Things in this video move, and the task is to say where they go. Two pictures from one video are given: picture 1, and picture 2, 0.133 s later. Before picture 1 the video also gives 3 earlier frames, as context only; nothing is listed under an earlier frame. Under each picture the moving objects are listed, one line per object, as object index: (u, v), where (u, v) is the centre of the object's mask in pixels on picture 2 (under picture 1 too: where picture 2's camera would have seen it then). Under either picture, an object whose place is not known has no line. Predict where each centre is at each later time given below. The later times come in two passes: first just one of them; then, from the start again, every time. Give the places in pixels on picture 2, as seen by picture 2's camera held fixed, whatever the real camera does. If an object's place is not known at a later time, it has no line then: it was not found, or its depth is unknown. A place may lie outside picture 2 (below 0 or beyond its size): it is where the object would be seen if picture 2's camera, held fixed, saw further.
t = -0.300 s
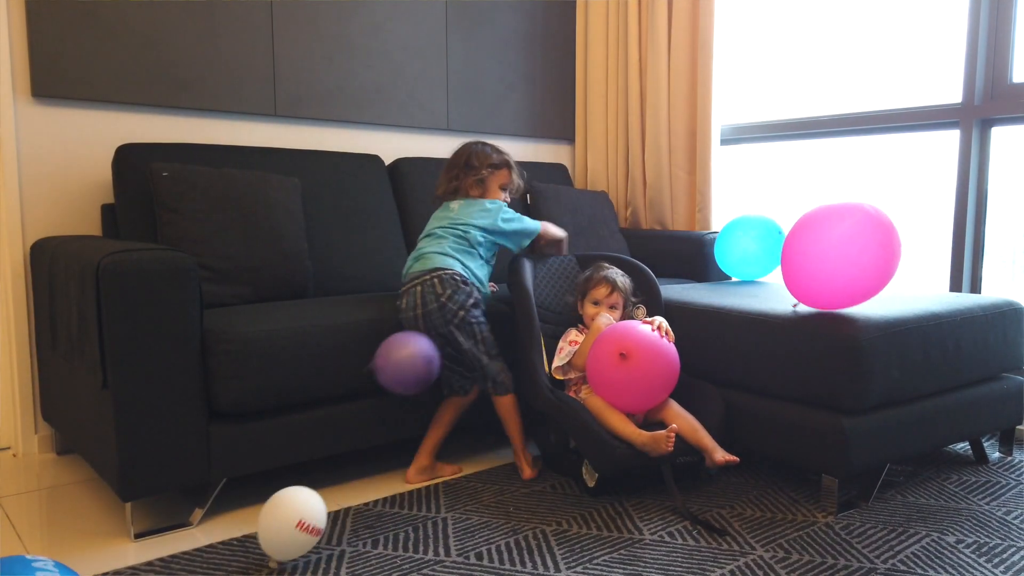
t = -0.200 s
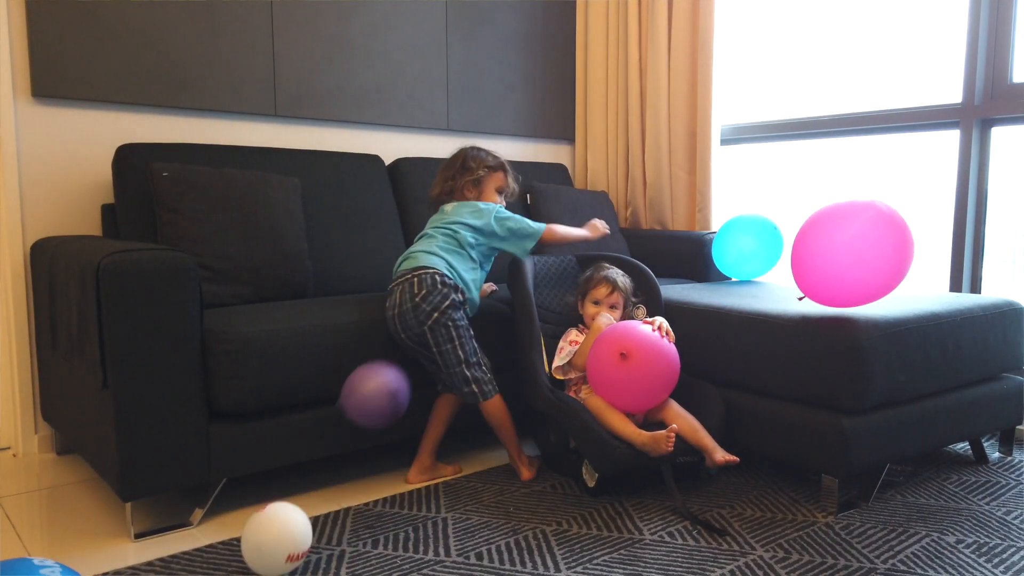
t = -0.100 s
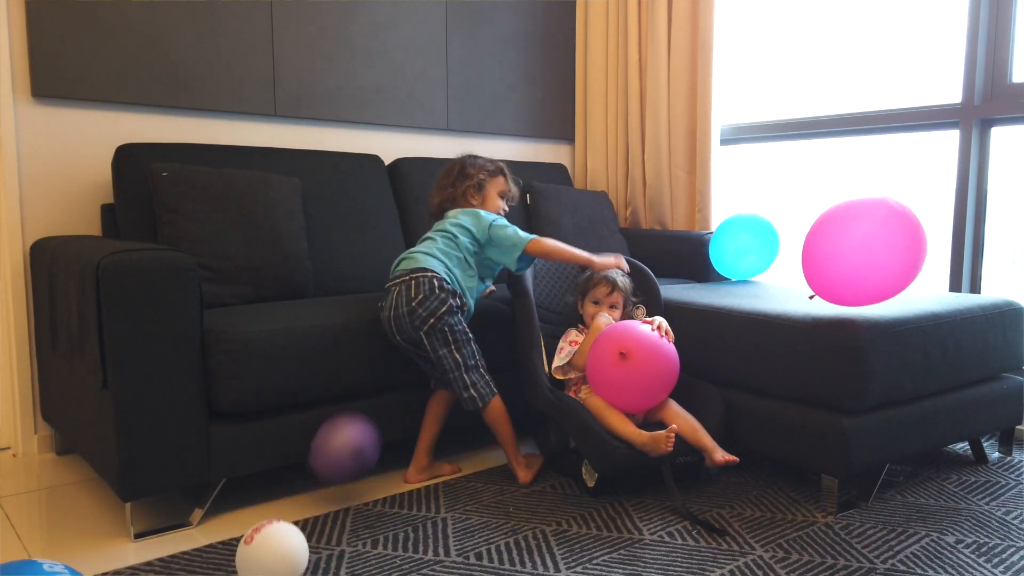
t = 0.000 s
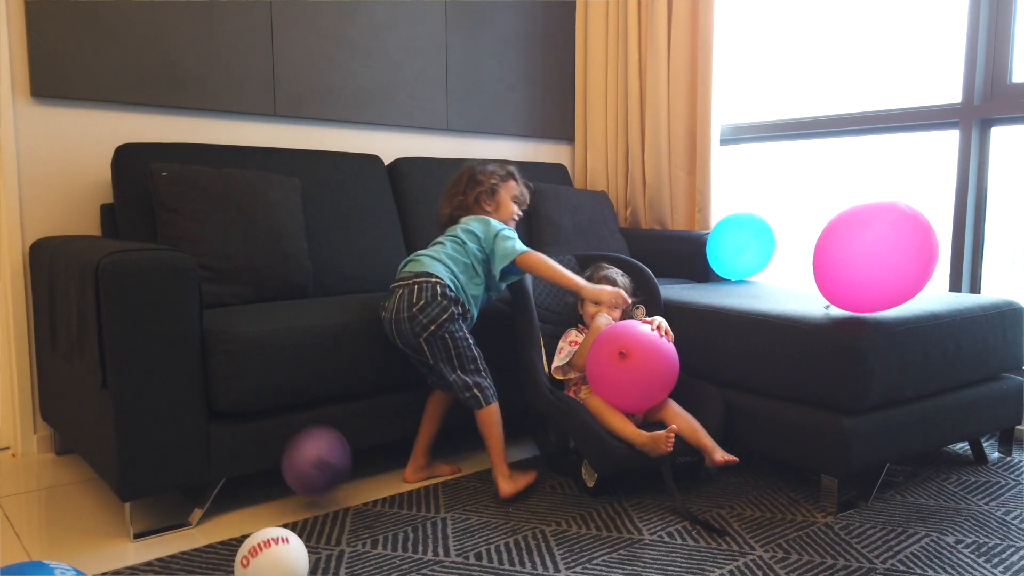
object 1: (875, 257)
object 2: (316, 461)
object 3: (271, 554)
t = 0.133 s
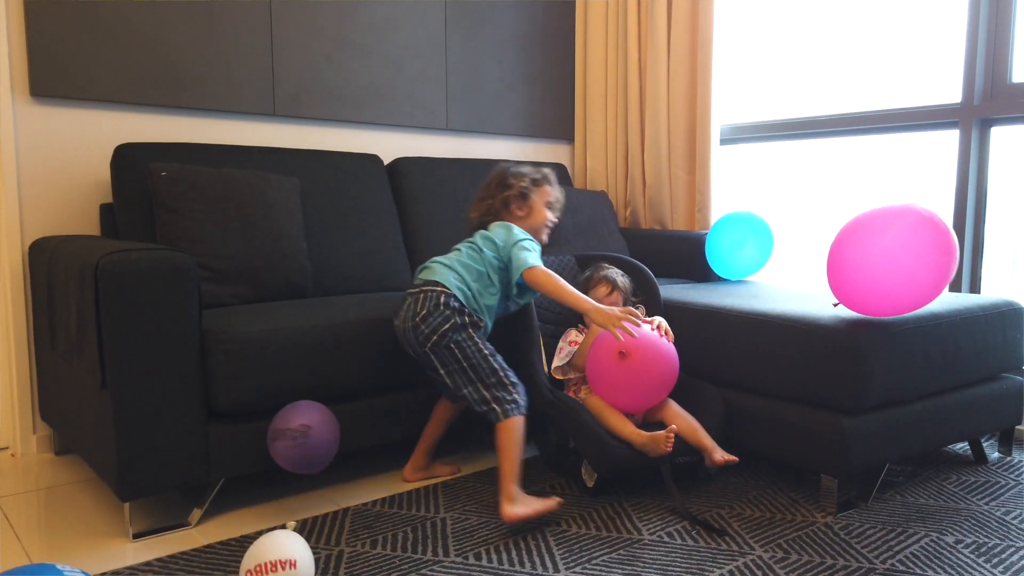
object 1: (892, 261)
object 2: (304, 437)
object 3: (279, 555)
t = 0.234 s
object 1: (905, 267)
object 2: (301, 446)
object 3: (290, 555)
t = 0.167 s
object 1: (896, 262)
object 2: (303, 438)
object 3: (282, 555)
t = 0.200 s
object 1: (900, 264)
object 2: (302, 441)
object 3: (286, 555)
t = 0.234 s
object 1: (905, 267)
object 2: (301, 446)
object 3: (290, 555)
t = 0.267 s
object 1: (909, 270)
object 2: (301, 453)
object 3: (294, 555)
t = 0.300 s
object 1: (914, 271)
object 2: (301, 462)
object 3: (299, 556)
